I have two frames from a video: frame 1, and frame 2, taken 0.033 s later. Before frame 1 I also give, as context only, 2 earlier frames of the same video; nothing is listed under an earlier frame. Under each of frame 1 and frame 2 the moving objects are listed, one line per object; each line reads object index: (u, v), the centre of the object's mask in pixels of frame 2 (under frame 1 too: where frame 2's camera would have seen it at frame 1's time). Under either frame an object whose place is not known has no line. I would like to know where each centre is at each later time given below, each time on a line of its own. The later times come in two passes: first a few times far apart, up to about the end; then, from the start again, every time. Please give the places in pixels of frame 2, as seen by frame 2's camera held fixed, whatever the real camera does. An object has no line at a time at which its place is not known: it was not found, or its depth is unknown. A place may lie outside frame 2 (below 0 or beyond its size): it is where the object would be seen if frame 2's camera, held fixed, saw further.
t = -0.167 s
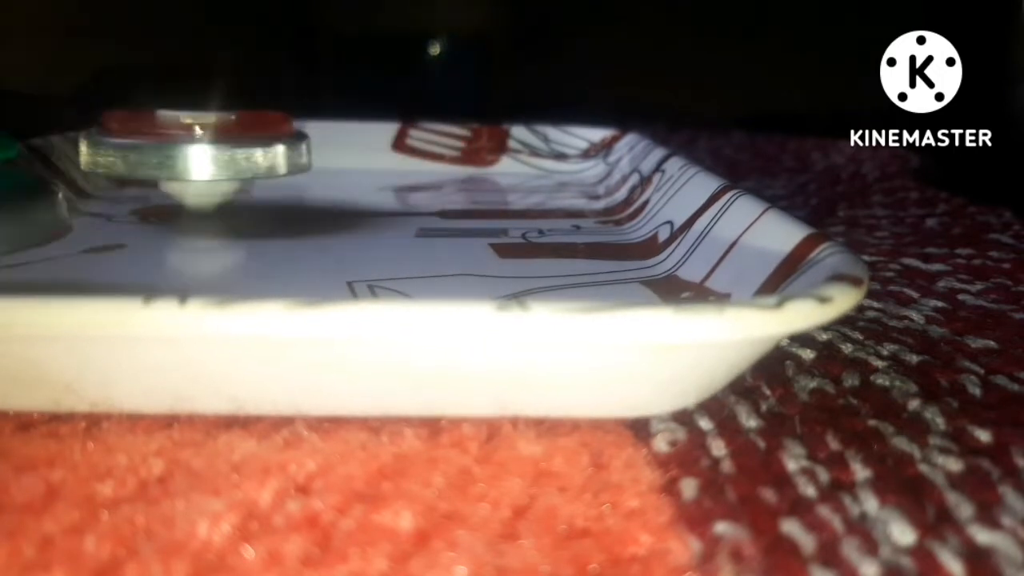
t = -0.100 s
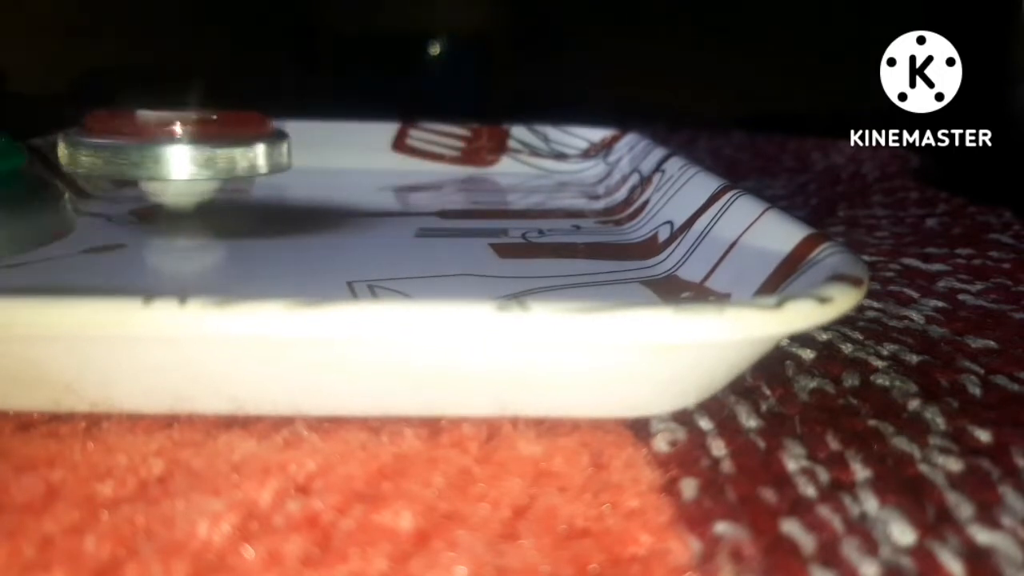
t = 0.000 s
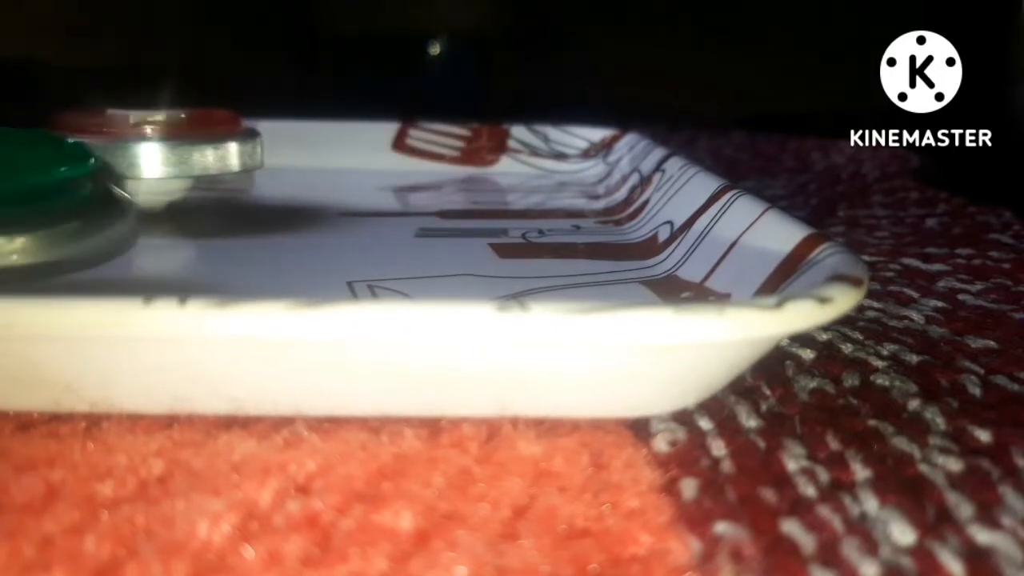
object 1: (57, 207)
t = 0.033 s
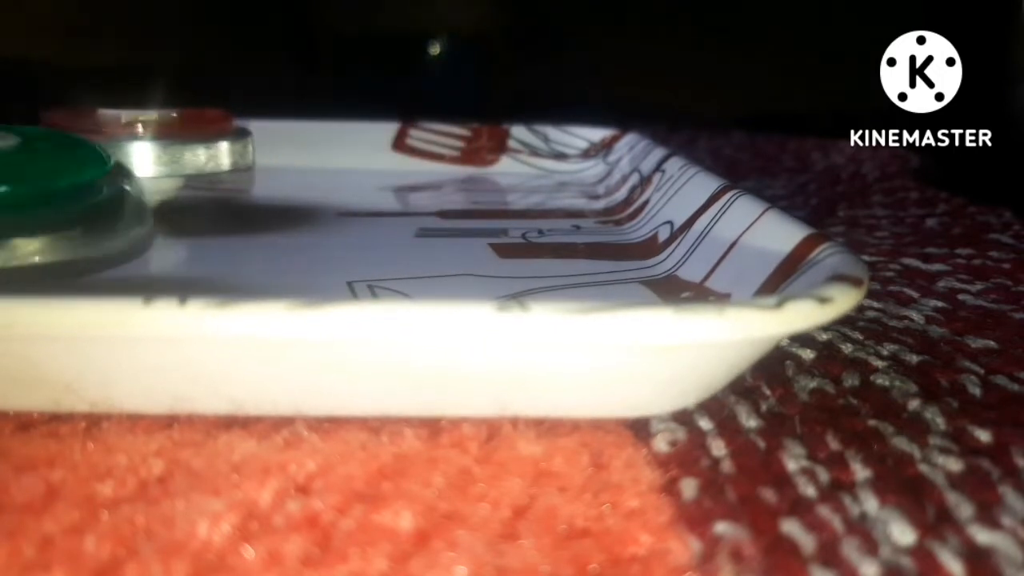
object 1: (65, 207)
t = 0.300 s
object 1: (104, 195)
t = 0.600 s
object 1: (177, 189)
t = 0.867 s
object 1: (273, 185)
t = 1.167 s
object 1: (340, 181)
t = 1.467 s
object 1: (392, 182)
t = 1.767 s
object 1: (411, 182)
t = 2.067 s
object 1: (411, 176)
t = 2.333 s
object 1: (414, 175)
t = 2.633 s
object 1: (422, 174)
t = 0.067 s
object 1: (72, 204)
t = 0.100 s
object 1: (75, 201)
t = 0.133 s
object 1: (79, 201)
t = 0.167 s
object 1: (84, 200)
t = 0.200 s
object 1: (90, 198)
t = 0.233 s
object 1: (94, 196)
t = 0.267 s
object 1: (99, 195)
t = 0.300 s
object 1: (104, 195)
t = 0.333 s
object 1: (111, 194)
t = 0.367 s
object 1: (118, 194)
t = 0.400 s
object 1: (125, 193)
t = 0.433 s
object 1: (130, 192)
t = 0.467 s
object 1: (135, 190)
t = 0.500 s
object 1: (141, 192)
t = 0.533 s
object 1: (150, 193)
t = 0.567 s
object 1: (163, 192)
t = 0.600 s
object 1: (177, 189)
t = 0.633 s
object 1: (186, 188)
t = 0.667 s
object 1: (200, 188)
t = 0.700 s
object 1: (215, 188)
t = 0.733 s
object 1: (231, 187)
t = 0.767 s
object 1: (242, 186)
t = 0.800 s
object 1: (251, 184)
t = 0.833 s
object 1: (262, 184)
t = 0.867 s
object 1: (273, 185)
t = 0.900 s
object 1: (286, 185)
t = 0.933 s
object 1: (295, 183)
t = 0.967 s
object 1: (300, 183)
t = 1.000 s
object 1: (307, 183)
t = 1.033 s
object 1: (315, 184)
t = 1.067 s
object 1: (325, 184)
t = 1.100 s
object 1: (330, 182)
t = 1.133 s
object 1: (332, 181)
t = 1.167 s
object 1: (340, 181)
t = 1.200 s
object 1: (350, 183)
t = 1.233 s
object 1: (360, 183)
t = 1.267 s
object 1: (366, 181)
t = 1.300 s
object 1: (371, 180)
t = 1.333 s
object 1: (377, 182)
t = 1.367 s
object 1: (386, 183)
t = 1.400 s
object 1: (390, 182)
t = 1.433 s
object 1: (390, 181)
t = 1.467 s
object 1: (392, 182)
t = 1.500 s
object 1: (394, 184)
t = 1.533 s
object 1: (395, 183)
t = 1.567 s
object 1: (395, 181)
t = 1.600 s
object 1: (395, 179)
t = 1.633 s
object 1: (400, 181)
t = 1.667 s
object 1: (408, 181)
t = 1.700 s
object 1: (410, 180)
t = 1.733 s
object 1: (410, 179)
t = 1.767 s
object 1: (411, 182)
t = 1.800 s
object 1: (413, 183)
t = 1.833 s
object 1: (414, 180)
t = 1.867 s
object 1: (412, 178)
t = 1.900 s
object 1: (412, 180)
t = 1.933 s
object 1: (412, 178)
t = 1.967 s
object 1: (408, 177)
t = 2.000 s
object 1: (409, 178)
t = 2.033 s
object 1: (410, 176)
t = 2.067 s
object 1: (411, 176)
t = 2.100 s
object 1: (413, 176)
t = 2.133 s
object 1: (416, 176)
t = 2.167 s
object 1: (415, 175)
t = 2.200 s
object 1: (412, 175)
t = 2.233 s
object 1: (413, 175)
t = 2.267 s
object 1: (417, 176)
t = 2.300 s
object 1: (415, 174)
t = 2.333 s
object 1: (414, 175)
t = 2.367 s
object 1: (415, 175)
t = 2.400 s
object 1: (419, 175)
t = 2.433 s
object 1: (416, 175)
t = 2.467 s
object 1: (417, 175)
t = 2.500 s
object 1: (419, 175)
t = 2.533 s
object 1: (418, 175)
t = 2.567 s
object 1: (417, 174)
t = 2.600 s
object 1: (418, 173)
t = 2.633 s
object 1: (422, 174)
